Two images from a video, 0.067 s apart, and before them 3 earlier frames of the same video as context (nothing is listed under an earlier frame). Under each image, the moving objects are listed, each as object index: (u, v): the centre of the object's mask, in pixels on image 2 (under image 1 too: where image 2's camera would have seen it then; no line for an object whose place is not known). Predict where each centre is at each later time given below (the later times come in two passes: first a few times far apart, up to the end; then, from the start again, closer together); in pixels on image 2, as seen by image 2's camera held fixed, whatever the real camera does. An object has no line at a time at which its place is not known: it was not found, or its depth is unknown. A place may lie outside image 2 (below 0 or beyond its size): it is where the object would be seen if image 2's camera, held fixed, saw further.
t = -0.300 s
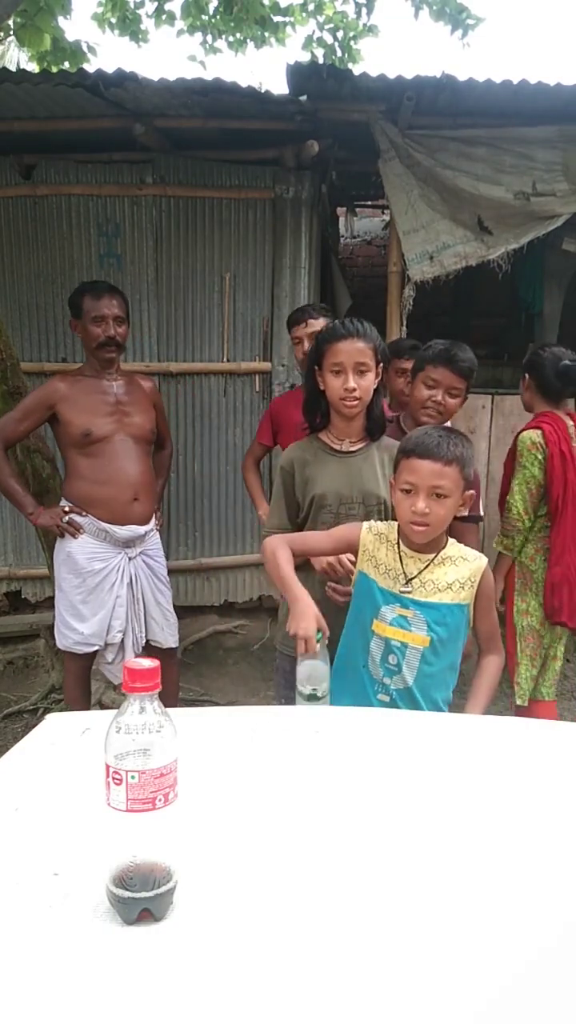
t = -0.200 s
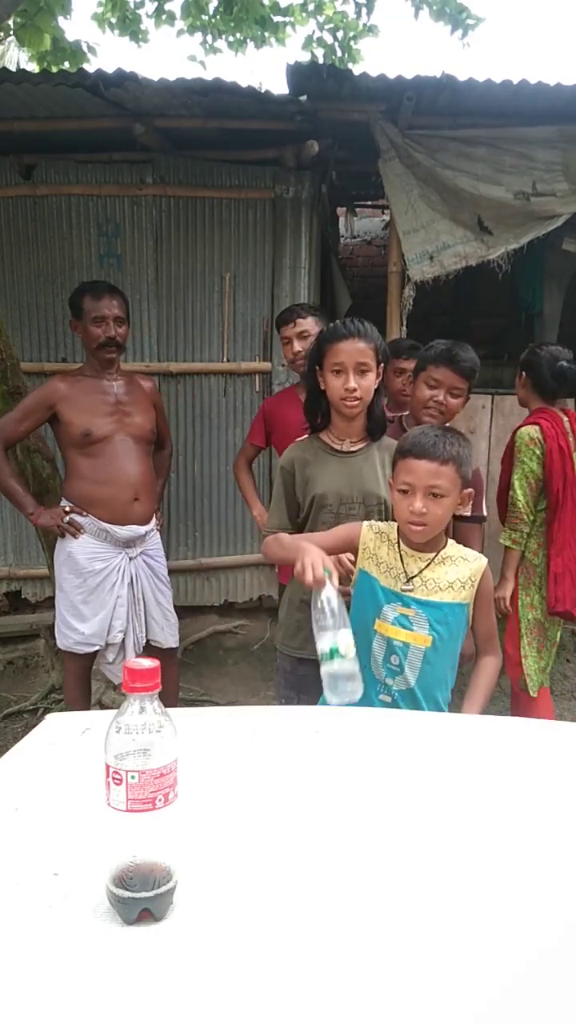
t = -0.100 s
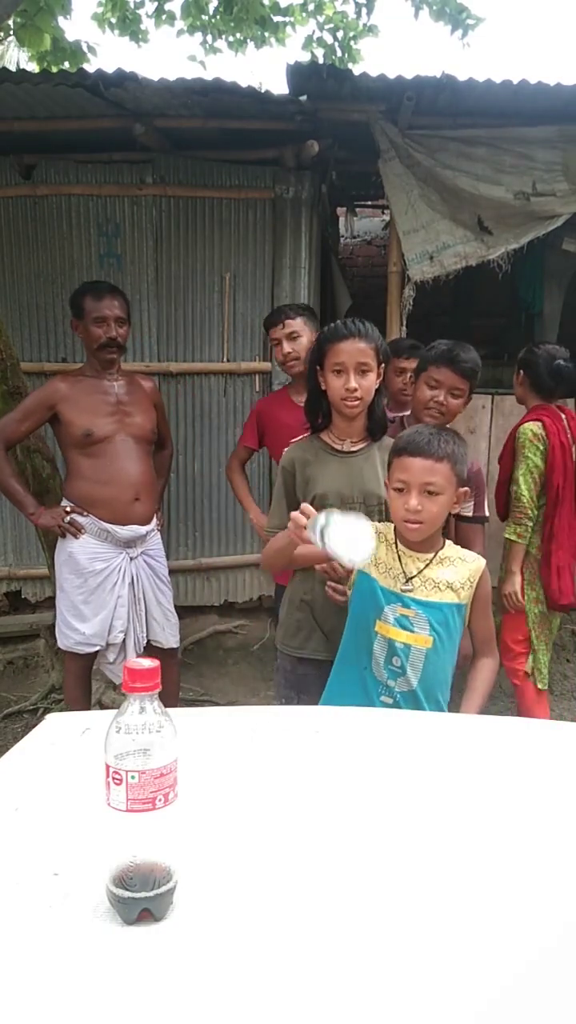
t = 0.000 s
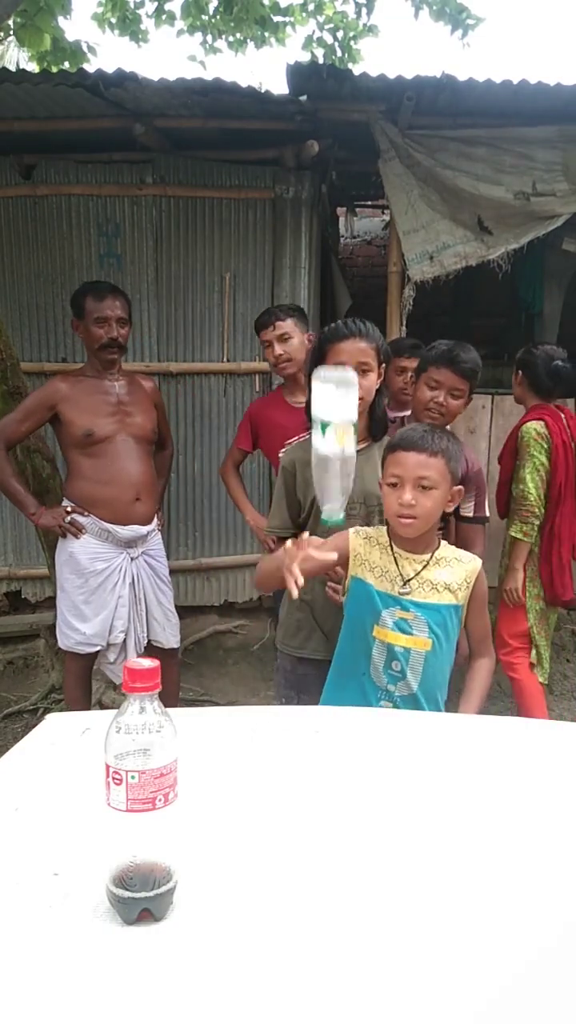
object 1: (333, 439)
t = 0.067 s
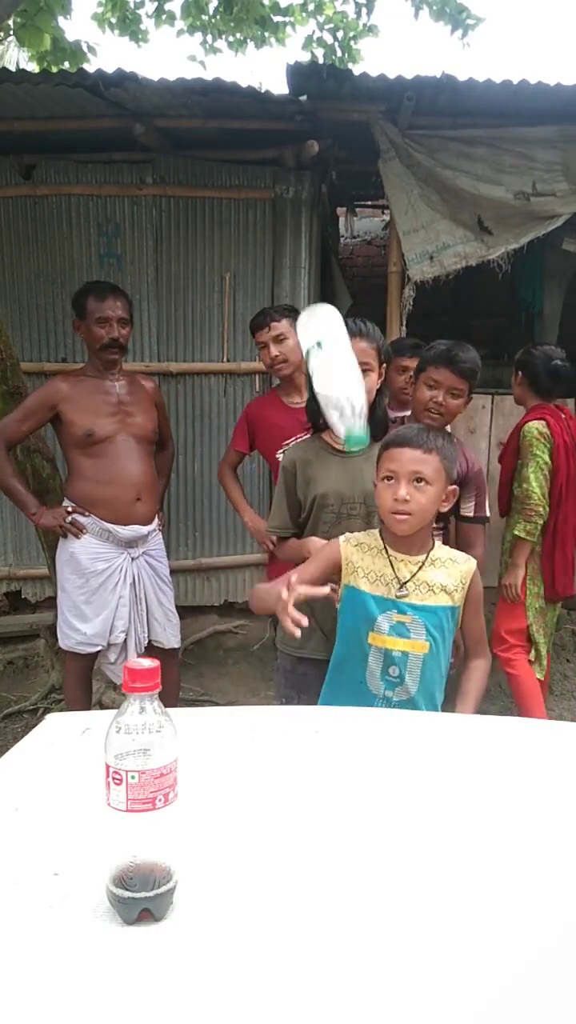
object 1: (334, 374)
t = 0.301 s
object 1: (284, 356)
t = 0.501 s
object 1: (225, 716)
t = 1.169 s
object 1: (92, 768)
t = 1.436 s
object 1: (54, 769)
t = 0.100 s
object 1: (332, 340)
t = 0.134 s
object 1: (328, 313)
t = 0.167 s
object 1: (321, 296)
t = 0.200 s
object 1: (313, 291)
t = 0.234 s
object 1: (304, 299)
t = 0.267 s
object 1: (294, 321)
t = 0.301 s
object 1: (284, 356)
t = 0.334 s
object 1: (274, 403)
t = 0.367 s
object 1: (264, 462)
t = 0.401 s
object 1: (255, 528)
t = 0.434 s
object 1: (248, 606)
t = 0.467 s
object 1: (234, 657)
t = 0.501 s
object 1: (225, 716)
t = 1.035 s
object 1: (103, 751)
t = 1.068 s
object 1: (99, 754)
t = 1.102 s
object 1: (97, 757)
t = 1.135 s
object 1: (95, 762)
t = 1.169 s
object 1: (92, 768)
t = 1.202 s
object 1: (89, 766)
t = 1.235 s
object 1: (85, 770)
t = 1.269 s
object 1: (82, 771)
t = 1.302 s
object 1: (78, 772)
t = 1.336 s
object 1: (74, 771)
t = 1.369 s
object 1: (69, 772)
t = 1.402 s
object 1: (63, 774)
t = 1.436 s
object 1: (54, 769)
